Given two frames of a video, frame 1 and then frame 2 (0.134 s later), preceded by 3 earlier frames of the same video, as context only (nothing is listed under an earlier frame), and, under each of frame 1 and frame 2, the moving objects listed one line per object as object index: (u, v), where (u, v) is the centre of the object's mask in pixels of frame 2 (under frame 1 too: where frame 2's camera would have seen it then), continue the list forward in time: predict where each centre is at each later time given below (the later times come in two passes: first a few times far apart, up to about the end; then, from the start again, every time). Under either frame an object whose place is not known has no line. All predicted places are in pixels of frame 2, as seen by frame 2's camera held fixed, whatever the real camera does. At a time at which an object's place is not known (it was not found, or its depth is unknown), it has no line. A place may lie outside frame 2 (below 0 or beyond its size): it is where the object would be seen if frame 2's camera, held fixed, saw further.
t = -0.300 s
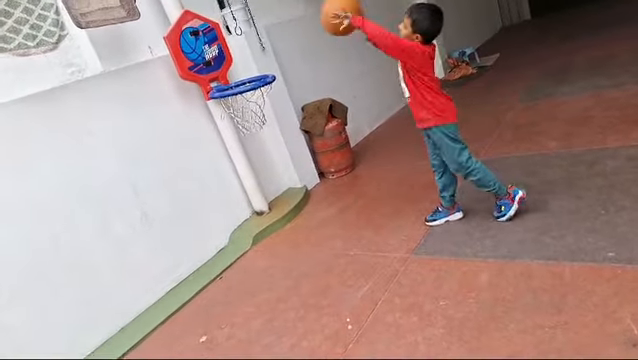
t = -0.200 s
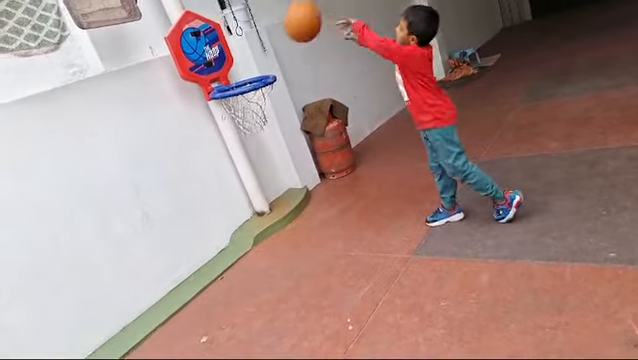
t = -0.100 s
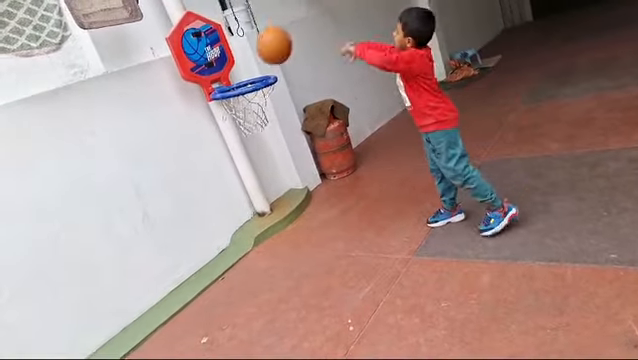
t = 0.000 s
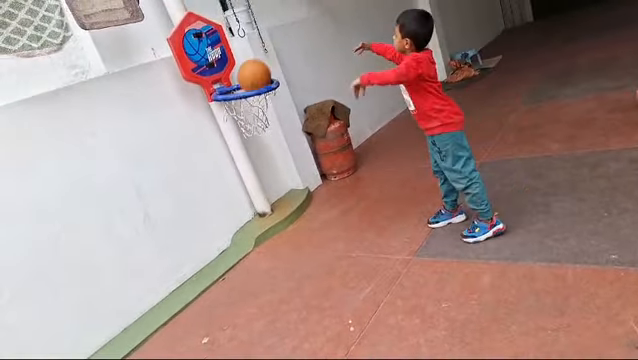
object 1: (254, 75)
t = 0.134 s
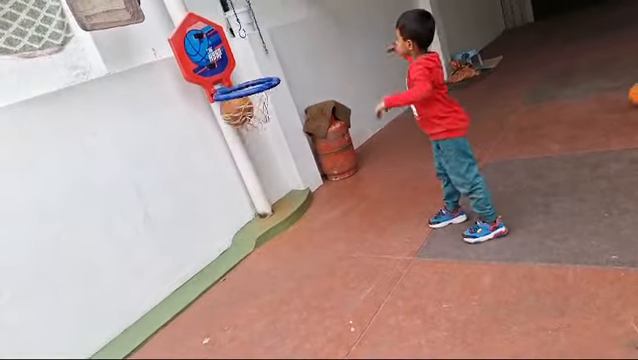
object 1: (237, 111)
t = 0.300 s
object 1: (234, 168)
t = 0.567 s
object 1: (186, 265)
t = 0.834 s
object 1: (61, 347)
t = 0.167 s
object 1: (235, 117)
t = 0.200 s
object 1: (235, 129)
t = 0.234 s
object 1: (233, 139)
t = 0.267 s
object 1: (233, 153)
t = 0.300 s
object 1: (234, 168)
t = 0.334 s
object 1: (236, 184)
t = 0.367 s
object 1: (237, 202)
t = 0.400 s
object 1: (240, 221)
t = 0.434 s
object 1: (239, 236)
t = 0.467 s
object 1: (226, 240)
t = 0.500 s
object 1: (213, 247)
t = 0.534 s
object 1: (199, 255)
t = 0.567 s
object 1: (186, 265)
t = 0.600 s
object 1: (172, 278)
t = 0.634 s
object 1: (157, 294)
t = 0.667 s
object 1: (143, 314)
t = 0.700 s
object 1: (127, 322)
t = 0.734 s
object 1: (109, 328)
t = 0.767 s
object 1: (92, 336)
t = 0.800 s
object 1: (75, 342)
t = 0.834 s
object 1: (61, 347)
